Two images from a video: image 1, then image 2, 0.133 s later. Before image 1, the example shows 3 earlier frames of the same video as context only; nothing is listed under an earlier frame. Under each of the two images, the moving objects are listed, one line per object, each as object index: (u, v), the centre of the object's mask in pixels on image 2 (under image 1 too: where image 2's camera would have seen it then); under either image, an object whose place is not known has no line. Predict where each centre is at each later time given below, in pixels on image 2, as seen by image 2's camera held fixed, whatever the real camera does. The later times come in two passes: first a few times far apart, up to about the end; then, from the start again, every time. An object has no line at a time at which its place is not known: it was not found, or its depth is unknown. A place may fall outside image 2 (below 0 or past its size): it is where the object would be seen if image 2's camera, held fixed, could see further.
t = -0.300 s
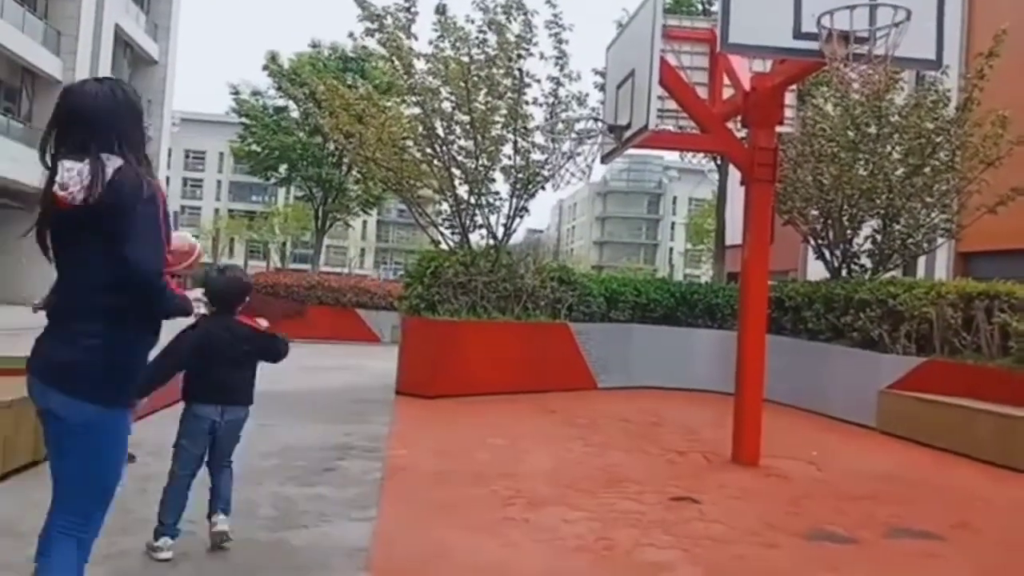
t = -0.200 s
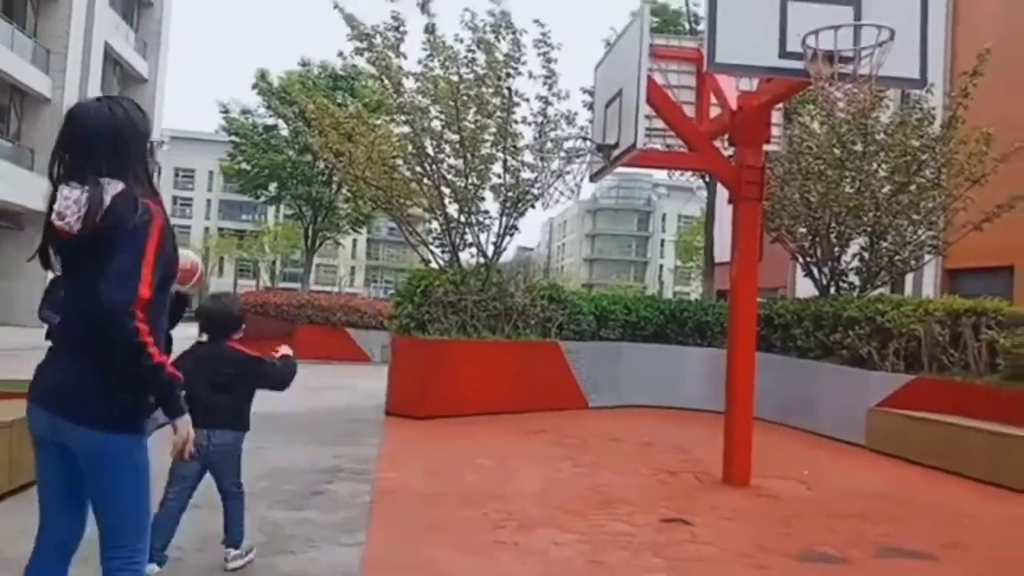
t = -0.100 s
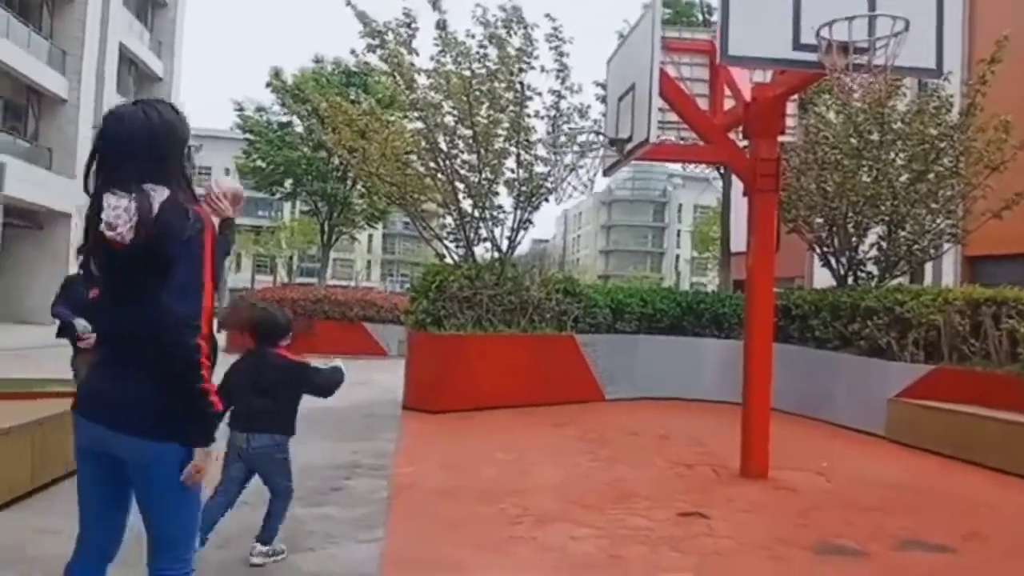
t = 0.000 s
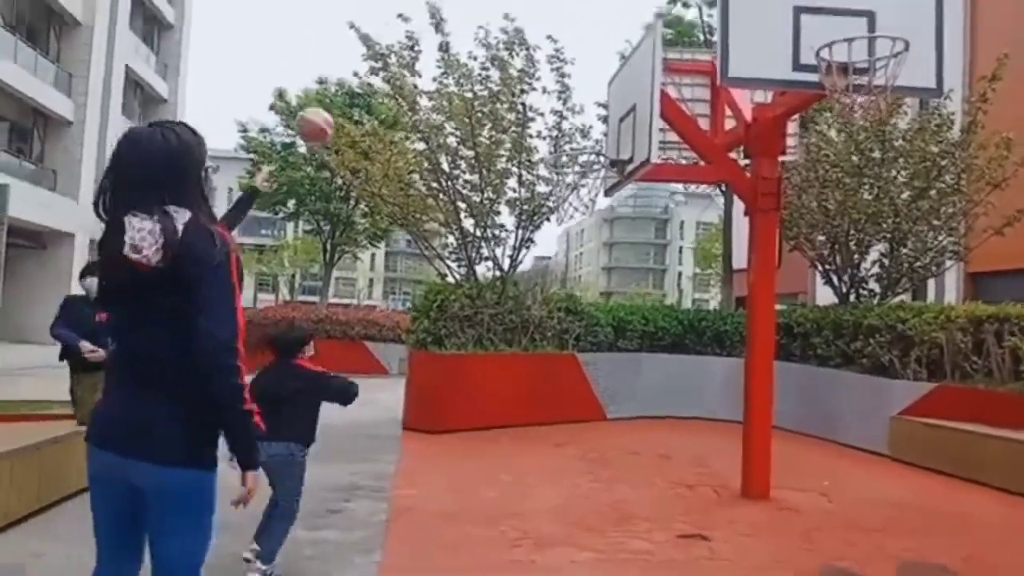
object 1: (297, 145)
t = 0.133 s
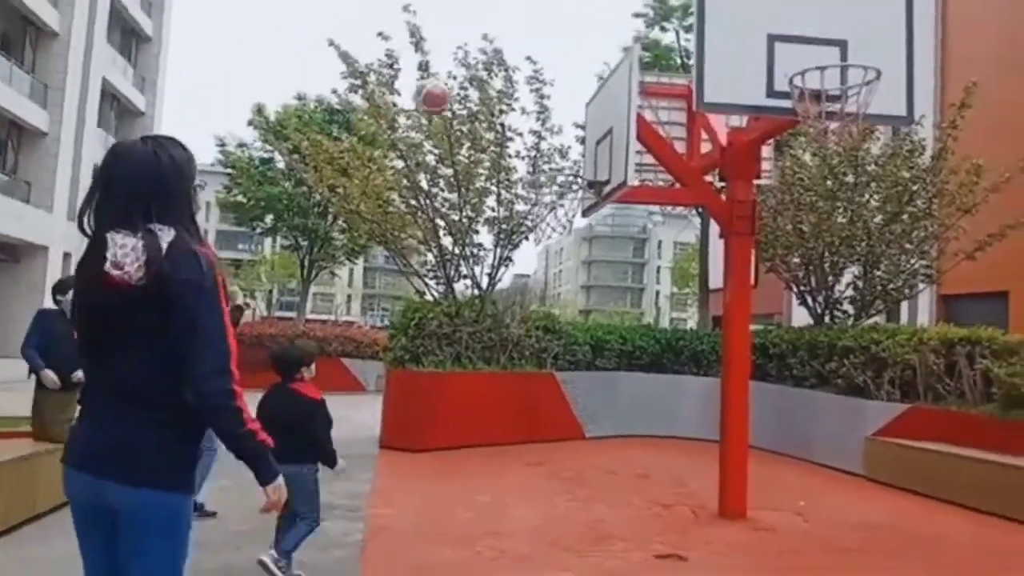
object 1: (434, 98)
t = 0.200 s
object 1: (492, 111)
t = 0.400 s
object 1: (535, 146)
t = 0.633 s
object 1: (482, 180)
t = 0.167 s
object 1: (463, 103)
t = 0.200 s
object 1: (492, 111)
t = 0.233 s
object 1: (520, 132)
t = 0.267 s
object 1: (546, 156)
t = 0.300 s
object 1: (566, 184)
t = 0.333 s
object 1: (551, 169)
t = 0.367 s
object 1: (539, 158)
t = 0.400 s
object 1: (535, 146)
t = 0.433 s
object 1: (532, 137)
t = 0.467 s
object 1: (530, 136)
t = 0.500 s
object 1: (531, 141)
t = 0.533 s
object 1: (522, 150)
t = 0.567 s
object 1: (514, 167)
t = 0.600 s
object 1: (499, 172)
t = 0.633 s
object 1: (482, 180)
